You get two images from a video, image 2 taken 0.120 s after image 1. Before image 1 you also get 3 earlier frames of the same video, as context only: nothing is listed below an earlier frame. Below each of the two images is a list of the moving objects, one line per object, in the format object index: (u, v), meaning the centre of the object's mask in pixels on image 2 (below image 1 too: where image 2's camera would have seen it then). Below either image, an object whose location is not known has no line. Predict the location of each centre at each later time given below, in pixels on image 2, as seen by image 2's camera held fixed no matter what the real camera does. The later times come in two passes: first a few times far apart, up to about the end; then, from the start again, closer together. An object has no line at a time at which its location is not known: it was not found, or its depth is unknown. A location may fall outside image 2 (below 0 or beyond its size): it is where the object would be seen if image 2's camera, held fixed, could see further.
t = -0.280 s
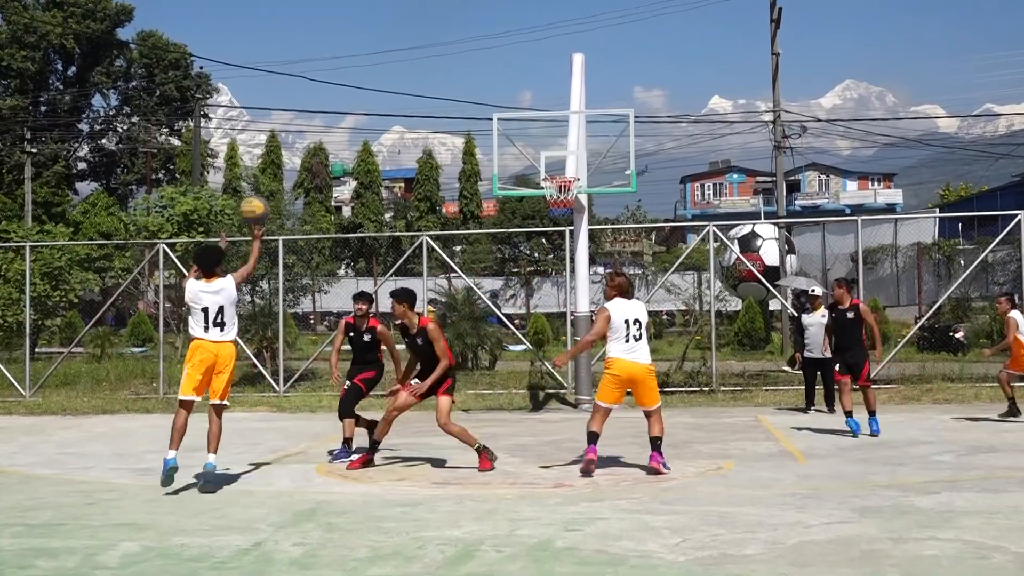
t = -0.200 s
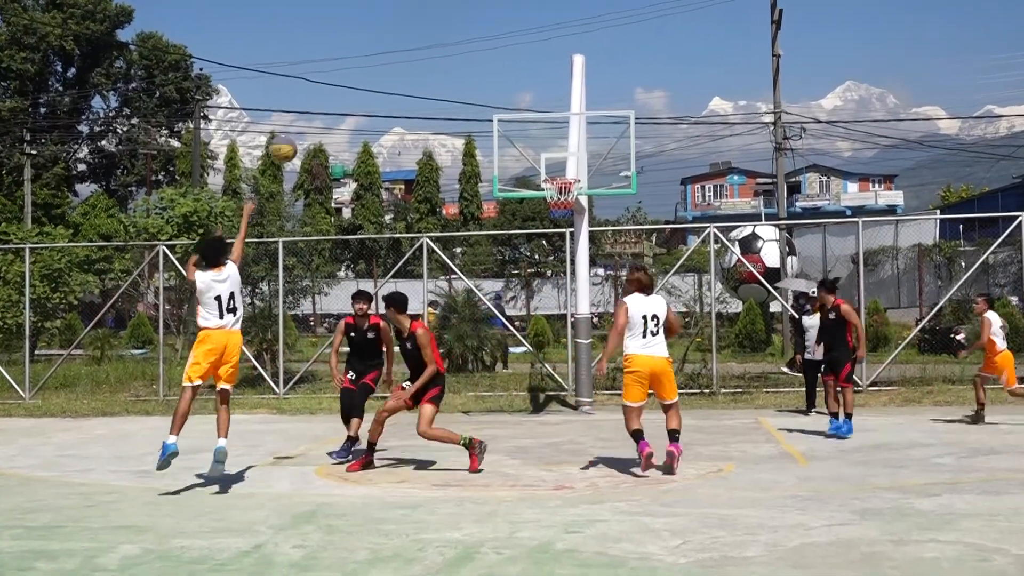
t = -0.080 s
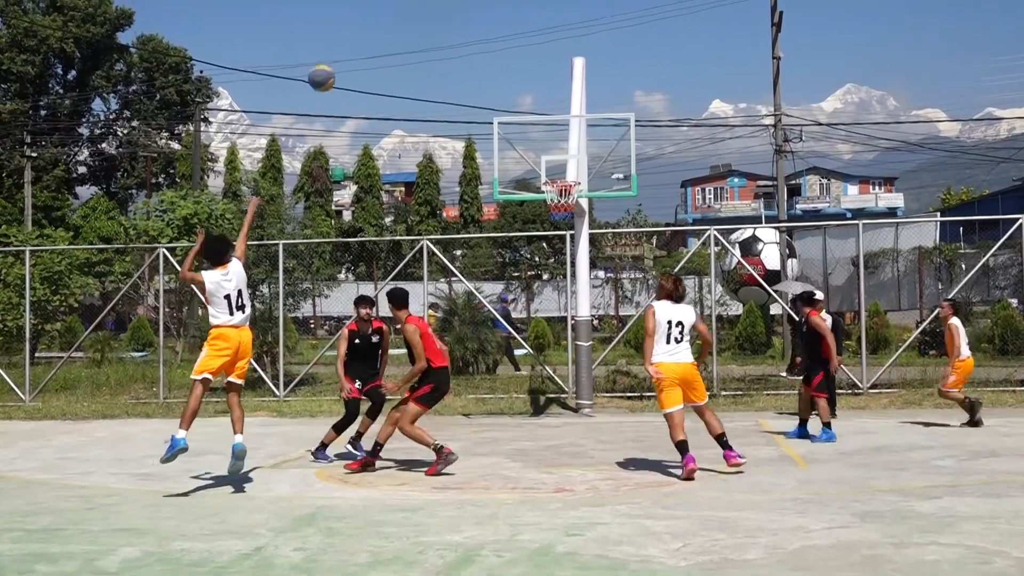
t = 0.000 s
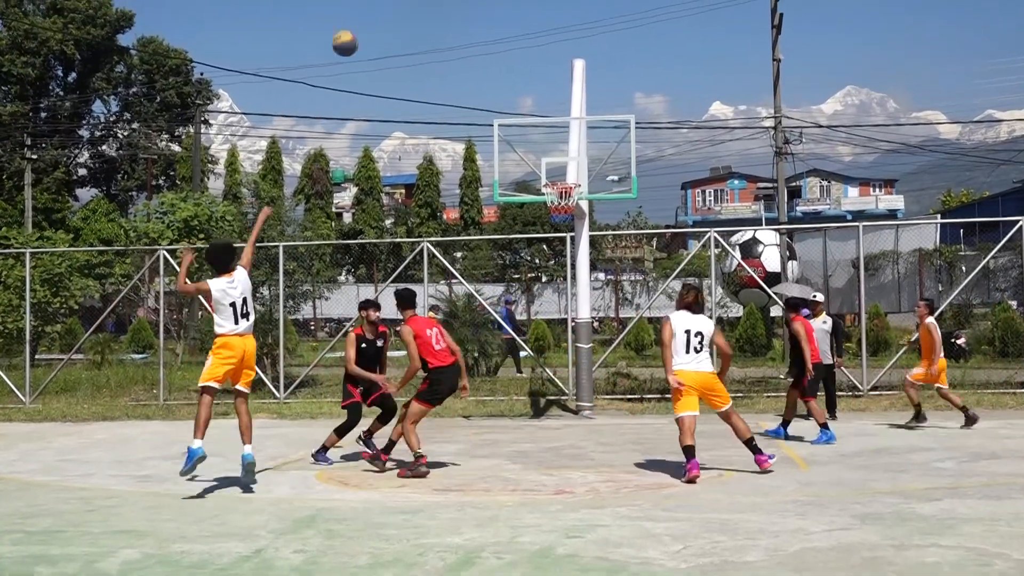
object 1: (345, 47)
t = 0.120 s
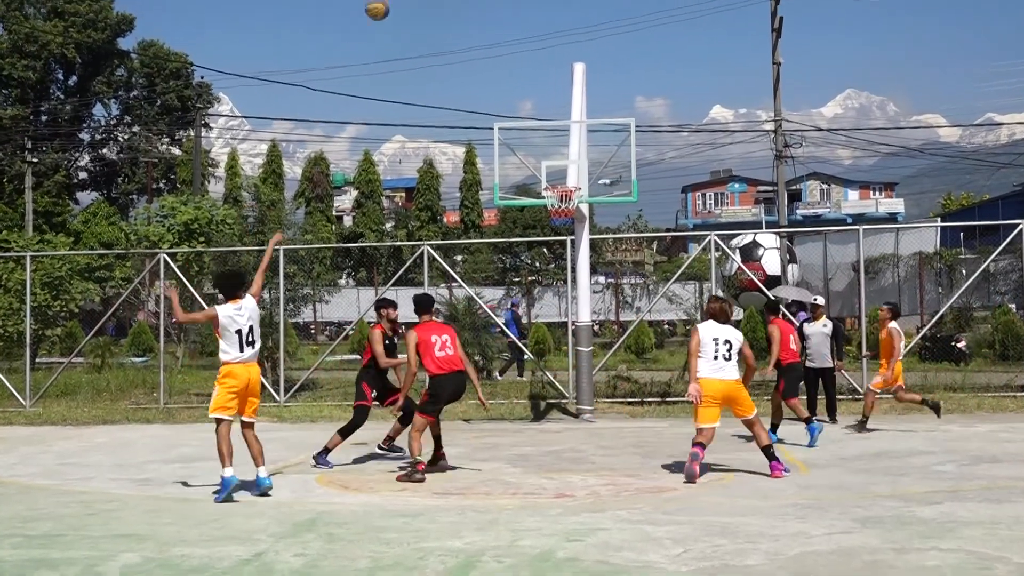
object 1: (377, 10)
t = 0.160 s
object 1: (387, 4)
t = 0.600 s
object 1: (478, 5)
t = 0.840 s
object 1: (520, 74)
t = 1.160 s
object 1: (571, 198)
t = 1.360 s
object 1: (565, 216)
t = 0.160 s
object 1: (387, 4)
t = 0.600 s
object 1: (478, 5)
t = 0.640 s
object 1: (486, 14)
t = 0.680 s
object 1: (493, 24)
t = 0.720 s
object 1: (500, 37)
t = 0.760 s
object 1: (506, 48)
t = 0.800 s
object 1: (513, 61)
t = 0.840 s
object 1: (520, 74)
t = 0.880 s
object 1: (526, 90)
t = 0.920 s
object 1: (532, 106)
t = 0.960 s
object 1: (538, 123)
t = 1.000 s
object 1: (545, 142)
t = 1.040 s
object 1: (550, 160)
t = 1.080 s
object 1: (555, 179)
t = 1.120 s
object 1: (563, 192)
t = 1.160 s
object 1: (571, 198)
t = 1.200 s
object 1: (570, 203)
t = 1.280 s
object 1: (569, 209)
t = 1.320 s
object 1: (566, 210)
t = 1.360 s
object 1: (565, 216)
